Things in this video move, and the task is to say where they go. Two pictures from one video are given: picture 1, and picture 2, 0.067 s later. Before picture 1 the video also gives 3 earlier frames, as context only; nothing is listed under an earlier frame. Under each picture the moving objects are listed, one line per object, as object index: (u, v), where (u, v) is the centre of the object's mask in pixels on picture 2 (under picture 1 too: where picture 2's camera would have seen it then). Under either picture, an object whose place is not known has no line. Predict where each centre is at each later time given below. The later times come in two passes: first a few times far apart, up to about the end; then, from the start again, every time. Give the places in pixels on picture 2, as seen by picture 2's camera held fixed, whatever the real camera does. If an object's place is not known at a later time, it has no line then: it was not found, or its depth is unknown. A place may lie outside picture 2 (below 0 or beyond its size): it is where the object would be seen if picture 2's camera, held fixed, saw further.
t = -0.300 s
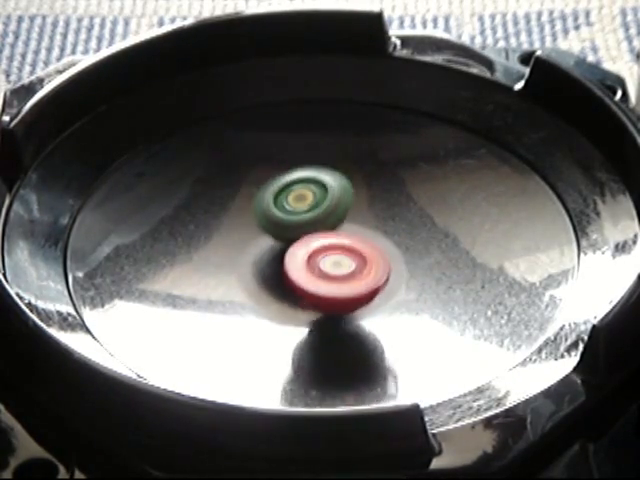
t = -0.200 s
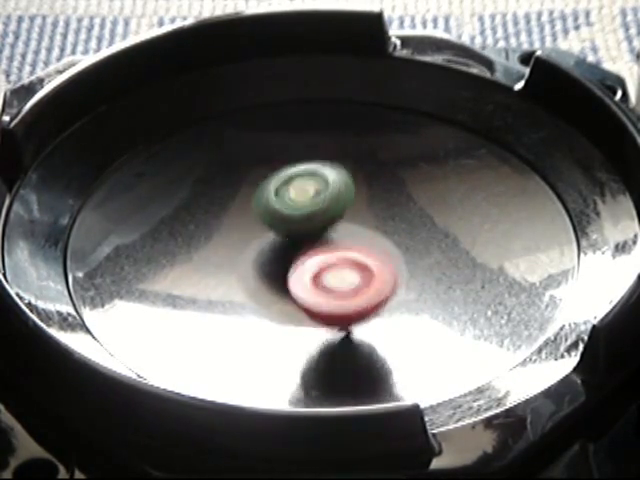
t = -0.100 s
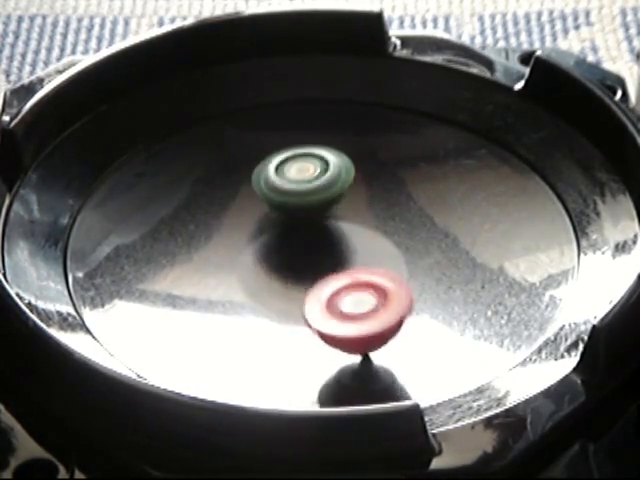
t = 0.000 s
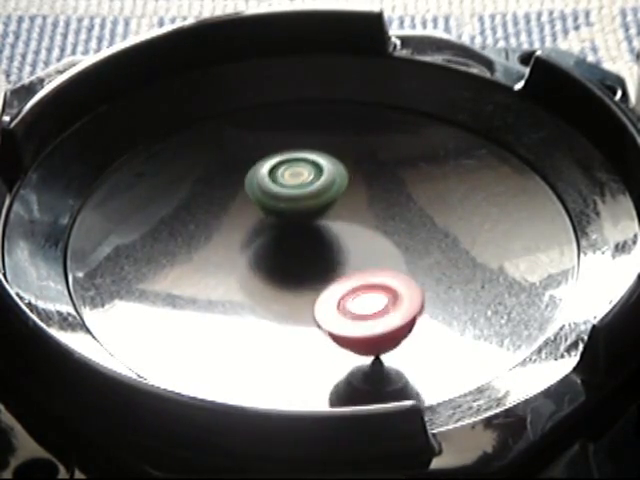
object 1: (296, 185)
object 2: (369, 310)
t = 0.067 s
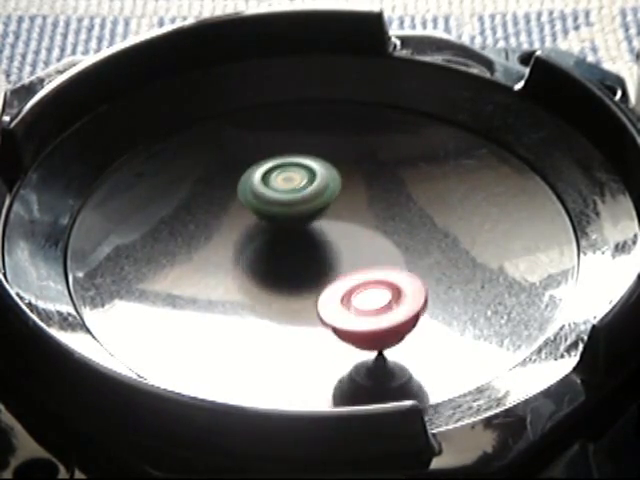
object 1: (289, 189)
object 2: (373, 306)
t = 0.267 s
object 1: (274, 200)
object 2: (368, 289)
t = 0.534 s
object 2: (345, 262)
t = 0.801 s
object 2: (338, 248)
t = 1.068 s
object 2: (359, 239)
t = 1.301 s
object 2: (377, 236)
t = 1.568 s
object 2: (409, 237)
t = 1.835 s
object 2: (412, 237)
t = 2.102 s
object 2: (389, 238)
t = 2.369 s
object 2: (379, 230)
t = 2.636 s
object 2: (369, 219)
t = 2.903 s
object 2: (384, 203)
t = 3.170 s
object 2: (397, 195)
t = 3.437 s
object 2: (392, 194)
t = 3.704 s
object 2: (374, 204)
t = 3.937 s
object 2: (350, 211)
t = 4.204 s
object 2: (334, 201)
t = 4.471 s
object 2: (343, 181)
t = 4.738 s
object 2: (357, 176)
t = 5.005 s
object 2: (365, 194)
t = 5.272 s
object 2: (373, 206)
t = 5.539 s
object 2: (352, 218)
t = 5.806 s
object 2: (338, 209)
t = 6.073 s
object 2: (342, 189)
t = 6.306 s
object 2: (356, 181)
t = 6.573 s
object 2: (364, 191)
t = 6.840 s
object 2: (356, 209)
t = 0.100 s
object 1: (286, 191)
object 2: (373, 304)
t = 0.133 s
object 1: (284, 193)
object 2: (373, 301)
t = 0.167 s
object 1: (282, 195)
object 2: (372, 298)
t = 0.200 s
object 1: (279, 197)
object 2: (371, 295)
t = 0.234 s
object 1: (277, 199)
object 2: (370, 292)
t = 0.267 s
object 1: (274, 200)
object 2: (368, 289)
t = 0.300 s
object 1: (272, 202)
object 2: (366, 286)
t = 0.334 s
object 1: (269, 203)
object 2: (363, 282)
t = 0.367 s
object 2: (361, 278)
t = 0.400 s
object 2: (358, 275)
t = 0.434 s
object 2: (355, 272)
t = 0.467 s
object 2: (351, 269)
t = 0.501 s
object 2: (348, 265)
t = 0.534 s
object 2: (345, 262)
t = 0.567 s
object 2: (340, 259)
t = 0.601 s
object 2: (337, 257)
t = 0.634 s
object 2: (333, 254)
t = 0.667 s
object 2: (330, 251)
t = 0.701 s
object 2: (328, 248)
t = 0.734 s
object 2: (329, 247)
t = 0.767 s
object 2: (333, 248)
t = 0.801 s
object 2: (338, 248)
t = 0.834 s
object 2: (340, 246)
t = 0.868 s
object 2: (343, 245)
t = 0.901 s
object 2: (345, 244)
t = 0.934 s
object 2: (348, 243)
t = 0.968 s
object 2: (350, 242)
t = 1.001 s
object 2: (354, 240)
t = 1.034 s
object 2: (356, 240)
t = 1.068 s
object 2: (359, 239)
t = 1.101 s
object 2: (361, 238)
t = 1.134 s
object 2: (364, 238)
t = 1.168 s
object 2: (367, 237)
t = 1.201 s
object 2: (370, 237)
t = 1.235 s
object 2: (372, 236)
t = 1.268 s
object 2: (375, 236)
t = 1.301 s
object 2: (377, 236)
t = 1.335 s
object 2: (380, 236)
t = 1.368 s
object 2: (382, 235)
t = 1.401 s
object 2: (385, 236)
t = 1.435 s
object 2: (390, 237)
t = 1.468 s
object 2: (398, 237)
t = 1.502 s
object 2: (404, 238)
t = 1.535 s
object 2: (407, 238)
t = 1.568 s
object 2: (409, 237)
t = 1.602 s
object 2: (411, 237)
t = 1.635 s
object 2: (412, 236)
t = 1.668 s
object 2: (413, 236)
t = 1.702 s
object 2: (414, 236)
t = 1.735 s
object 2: (414, 237)
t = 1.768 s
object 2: (414, 237)
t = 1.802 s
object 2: (413, 237)
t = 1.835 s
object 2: (412, 237)
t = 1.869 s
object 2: (410, 237)
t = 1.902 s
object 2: (408, 237)
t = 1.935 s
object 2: (405, 236)
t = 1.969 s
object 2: (402, 236)
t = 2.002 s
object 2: (399, 237)
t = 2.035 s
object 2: (396, 237)
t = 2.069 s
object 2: (393, 238)
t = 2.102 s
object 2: (389, 238)
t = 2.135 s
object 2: (385, 238)
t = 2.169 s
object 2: (383, 237)
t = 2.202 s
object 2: (385, 236)
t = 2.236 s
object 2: (385, 235)
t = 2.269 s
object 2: (384, 234)
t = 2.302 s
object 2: (382, 233)
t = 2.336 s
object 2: (381, 232)
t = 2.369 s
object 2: (379, 230)
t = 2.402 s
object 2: (378, 229)
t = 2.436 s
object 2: (376, 228)
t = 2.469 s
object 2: (375, 226)
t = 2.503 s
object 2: (374, 225)
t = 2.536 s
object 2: (372, 223)
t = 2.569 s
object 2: (371, 222)
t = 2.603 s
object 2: (370, 220)
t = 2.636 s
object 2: (369, 219)
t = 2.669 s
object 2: (368, 217)
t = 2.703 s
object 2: (367, 216)
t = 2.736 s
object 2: (368, 213)
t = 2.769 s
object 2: (372, 211)
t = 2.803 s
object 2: (375, 208)
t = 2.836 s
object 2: (378, 207)
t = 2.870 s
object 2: (381, 205)
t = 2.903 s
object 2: (384, 203)
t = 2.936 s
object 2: (387, 202)
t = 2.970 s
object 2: (390, 201)
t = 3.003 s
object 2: (392, 200)
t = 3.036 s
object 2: (394, 199)
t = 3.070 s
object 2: (395, 198)
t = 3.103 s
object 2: (396, 197)
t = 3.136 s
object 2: (397, 196)
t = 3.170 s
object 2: (397, 195)
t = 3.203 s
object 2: (397, 195)
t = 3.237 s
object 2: (396, 195)
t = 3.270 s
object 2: (395, 195)
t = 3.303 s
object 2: (395, 195)
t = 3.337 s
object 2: (396, 193)
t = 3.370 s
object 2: (395, 193)
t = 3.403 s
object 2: (394, 193)
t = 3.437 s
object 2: (392, 194)
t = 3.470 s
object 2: (391, 194)
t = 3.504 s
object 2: (388, 195)
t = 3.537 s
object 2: (386, 196)
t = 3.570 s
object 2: (383, 197)
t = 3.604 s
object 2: (381, 199)
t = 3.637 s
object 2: (379, 201)
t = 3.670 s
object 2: (376, 202)
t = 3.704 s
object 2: (374, 204)
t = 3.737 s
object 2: (371, 206)
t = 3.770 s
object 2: (368, 207)
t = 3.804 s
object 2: (365, 208)
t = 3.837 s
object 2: (361, 209)
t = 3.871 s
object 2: (358, 210)
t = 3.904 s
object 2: (354, 211)
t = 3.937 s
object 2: (350, 211)
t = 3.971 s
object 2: (346, 211)
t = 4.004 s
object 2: (344, 210)
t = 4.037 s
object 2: (344, 208)
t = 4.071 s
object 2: (343, 207)
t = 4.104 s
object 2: (341, 206)
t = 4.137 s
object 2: (338, 204)
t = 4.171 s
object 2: (336, 203)
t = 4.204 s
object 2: (334, 201)
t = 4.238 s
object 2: (332, 200)
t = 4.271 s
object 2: (330, 198)
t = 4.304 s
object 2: (331, 196)
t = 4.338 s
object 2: (332, 193)
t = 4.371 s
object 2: (333, 191)
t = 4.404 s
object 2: (335, 188)
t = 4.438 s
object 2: (340, 184)
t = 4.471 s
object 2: (343, 181)
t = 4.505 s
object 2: (346, 179)
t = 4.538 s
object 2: (348, 177)
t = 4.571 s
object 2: (349, 176)
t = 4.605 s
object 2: (350, 176)
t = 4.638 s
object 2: (352, 176)
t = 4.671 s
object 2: (353, 175)
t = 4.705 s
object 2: (355, 176)
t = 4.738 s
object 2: (357, 176)
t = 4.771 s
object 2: (358, 178)
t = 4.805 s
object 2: (360, 179)
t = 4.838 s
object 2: (361, 181)
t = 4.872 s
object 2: (362, 183)
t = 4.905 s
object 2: (363, 186)
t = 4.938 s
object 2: (364, 188)
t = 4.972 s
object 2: (364, 191)
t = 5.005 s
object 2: (365, 194)
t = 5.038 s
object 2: (366, 197)
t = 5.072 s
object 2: (366, 200)
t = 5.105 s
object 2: (368, 201)
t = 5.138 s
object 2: (372, 200)
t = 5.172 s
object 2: (374, 201)
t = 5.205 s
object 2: (375, 202)
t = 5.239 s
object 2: (374, 204)
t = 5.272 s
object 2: (373, 206)
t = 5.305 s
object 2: (371, 208)
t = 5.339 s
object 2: (370, 209)
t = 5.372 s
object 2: (367, 211)
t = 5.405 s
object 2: (365, 212)
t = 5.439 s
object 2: (362, 215)
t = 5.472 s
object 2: (359, 216)
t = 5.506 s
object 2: (355, 217)
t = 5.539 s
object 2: (352, 218)
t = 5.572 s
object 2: (350, 217)
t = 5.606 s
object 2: (351, 215)
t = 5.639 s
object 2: (350, 214)
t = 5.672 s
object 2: (347, 213)
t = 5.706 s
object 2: (345, 213)
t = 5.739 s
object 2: (342, 211)
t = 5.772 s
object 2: (340, 210)
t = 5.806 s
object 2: (338, 209)
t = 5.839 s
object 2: (337, 208)
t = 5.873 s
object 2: (335, 206)
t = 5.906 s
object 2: (335, 204)
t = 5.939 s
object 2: (336, 200)
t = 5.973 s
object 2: (338, 196)
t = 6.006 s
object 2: (339, 193)
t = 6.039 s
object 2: (340, 191)
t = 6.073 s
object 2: (342, 189)
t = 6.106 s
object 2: (344, 187)
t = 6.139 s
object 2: (346, 185)
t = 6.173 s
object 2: (349, 184)
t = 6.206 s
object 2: (351, 182)
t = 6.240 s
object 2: (354, 181)
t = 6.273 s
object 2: (355, 181)
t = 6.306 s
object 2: (356, 181)
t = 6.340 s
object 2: (358, 181)
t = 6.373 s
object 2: (358, 181)
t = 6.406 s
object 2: (359, 182)
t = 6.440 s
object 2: (360, 184)
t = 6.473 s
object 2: (361, 185)
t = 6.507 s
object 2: (361, 187)
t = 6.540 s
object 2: (362, 189)
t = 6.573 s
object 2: (364, 191)
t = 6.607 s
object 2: (364, 193)
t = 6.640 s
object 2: (364, 195)
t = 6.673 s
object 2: (364, 198)
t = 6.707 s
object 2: (363, 200)
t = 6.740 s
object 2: (362, 203)
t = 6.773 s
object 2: (360, 205)
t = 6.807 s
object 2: (358, 207)
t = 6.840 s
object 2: (356, 209)
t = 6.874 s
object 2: (353, 210)
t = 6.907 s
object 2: (352, 211)
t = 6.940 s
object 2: (365, 203)
